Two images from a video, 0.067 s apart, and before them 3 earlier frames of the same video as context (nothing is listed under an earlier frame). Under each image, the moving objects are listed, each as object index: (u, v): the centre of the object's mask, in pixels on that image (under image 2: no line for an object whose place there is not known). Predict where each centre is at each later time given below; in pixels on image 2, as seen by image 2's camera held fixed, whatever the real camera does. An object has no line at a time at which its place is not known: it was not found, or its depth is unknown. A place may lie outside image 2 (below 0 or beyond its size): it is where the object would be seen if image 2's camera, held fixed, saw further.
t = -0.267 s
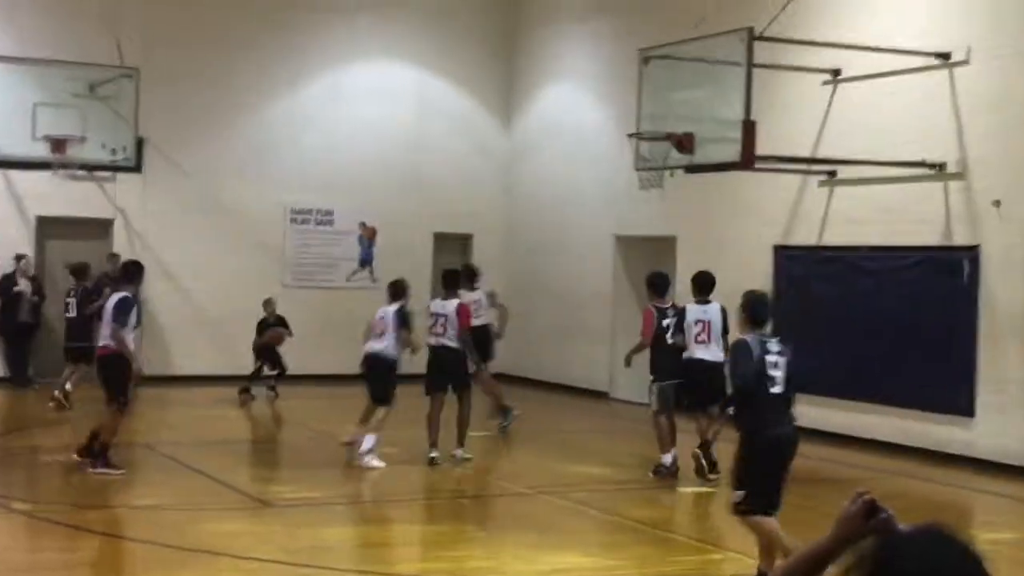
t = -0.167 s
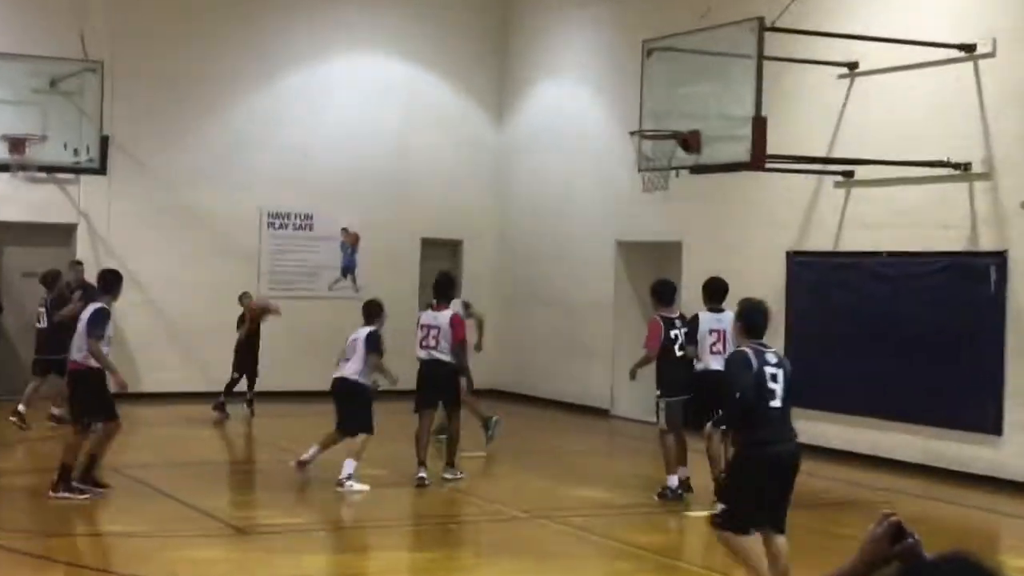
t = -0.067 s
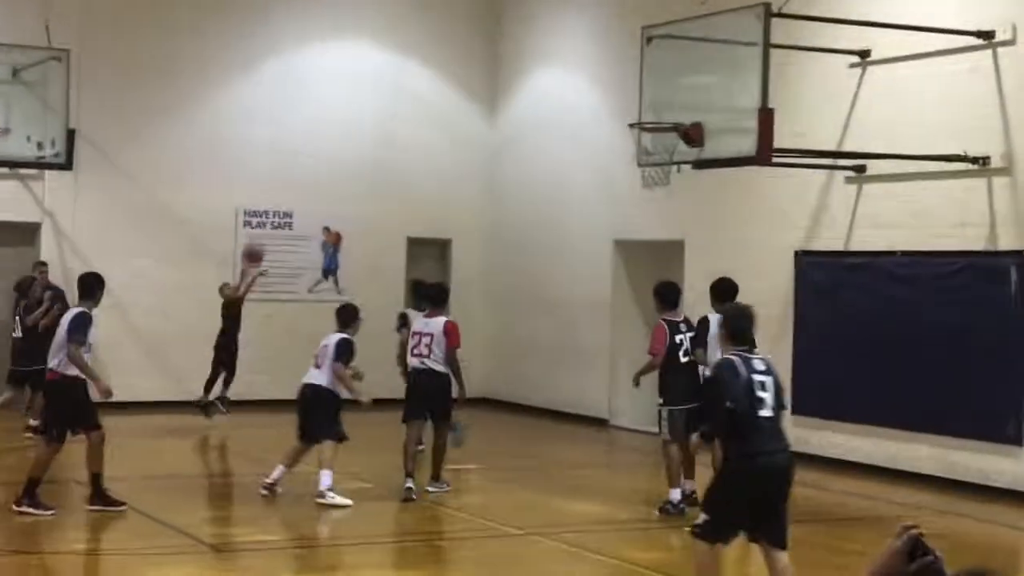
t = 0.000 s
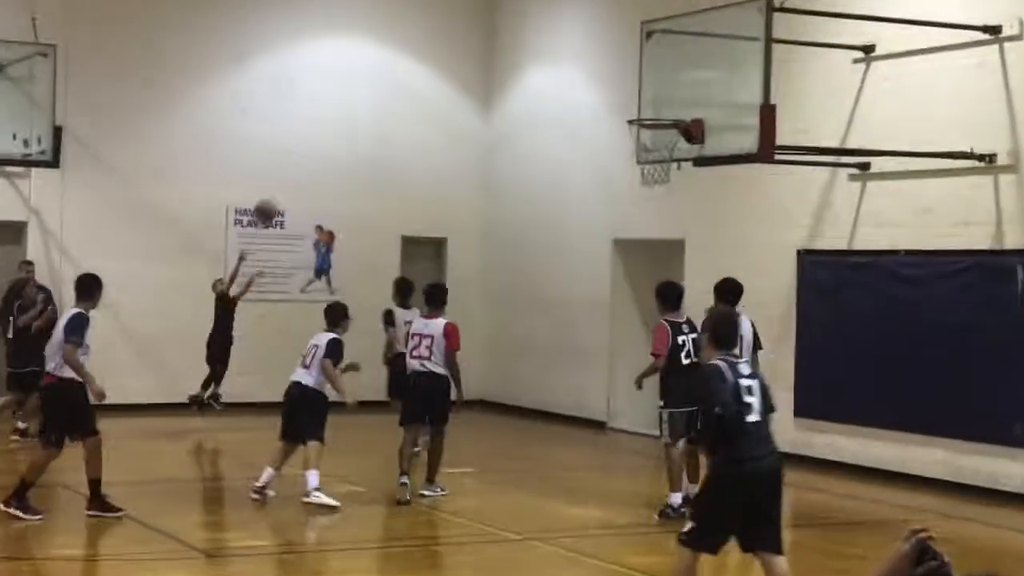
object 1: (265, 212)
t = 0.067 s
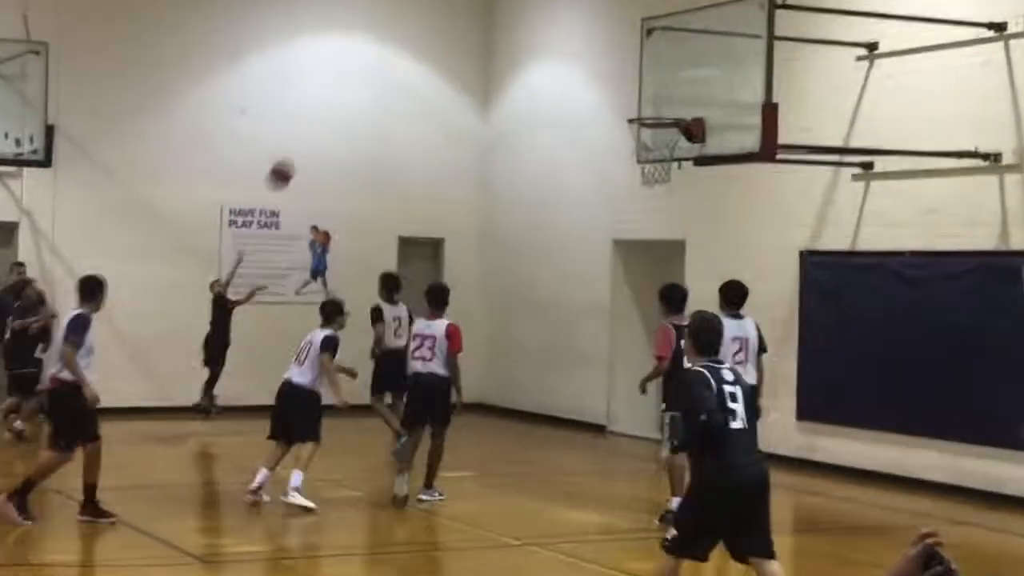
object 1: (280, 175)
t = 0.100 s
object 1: (291, 157)
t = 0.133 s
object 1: (301, 139)
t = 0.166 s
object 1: (311, 123)
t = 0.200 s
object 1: (320, 108)
